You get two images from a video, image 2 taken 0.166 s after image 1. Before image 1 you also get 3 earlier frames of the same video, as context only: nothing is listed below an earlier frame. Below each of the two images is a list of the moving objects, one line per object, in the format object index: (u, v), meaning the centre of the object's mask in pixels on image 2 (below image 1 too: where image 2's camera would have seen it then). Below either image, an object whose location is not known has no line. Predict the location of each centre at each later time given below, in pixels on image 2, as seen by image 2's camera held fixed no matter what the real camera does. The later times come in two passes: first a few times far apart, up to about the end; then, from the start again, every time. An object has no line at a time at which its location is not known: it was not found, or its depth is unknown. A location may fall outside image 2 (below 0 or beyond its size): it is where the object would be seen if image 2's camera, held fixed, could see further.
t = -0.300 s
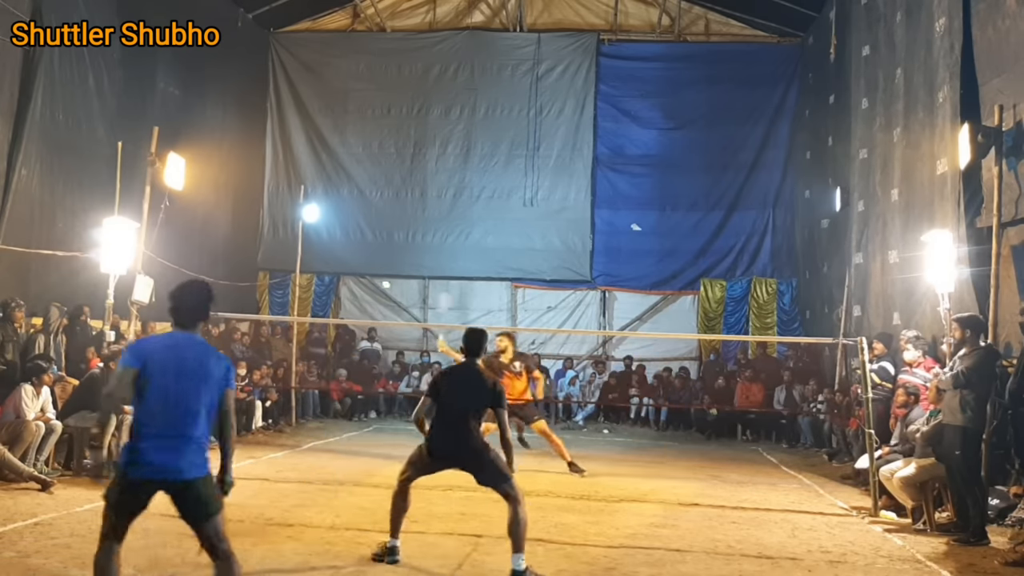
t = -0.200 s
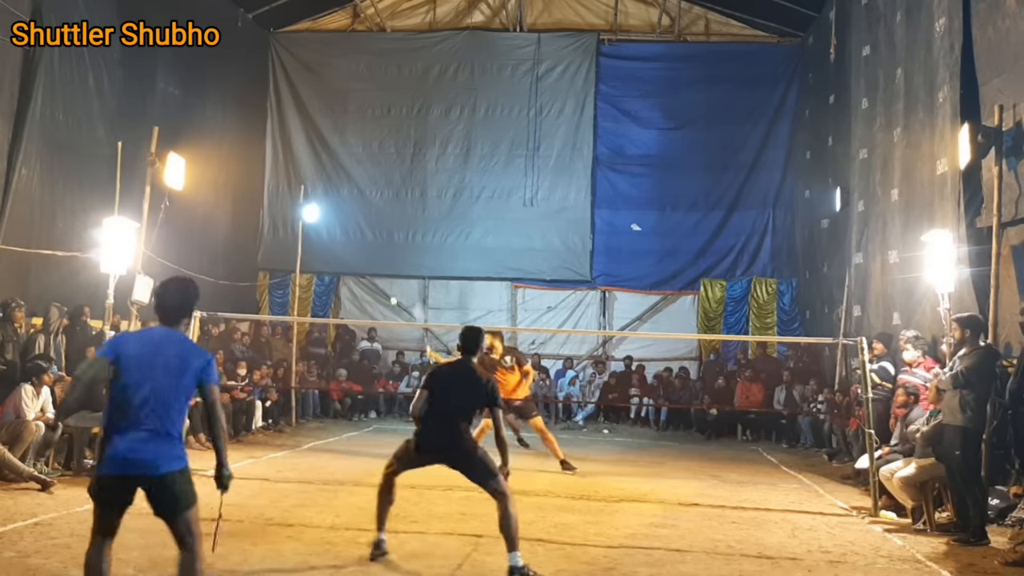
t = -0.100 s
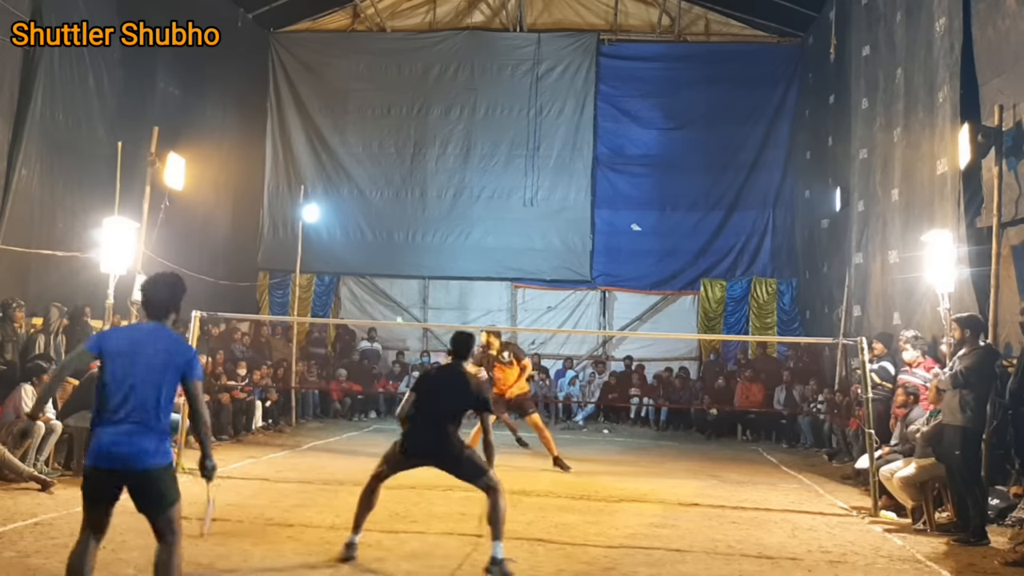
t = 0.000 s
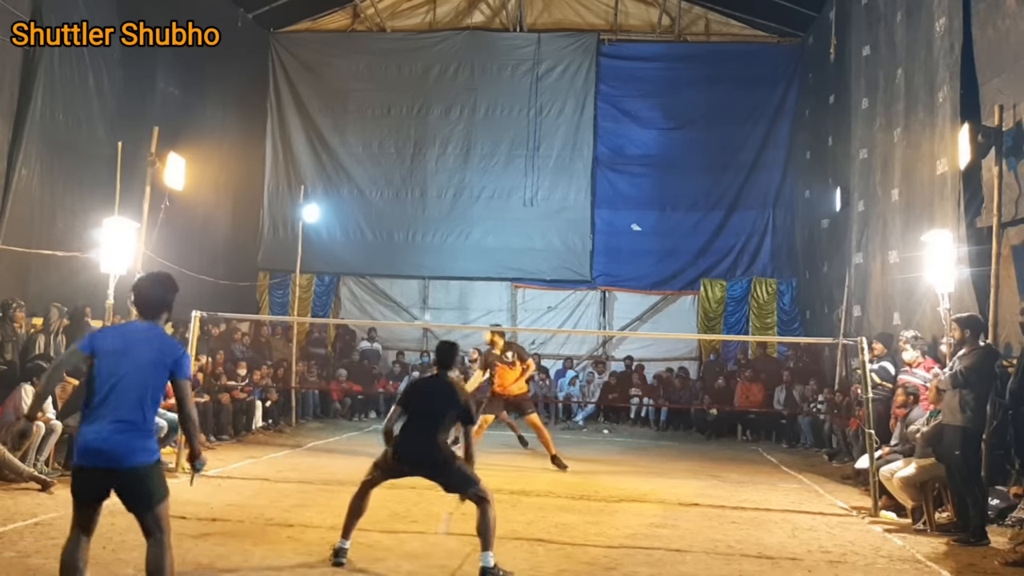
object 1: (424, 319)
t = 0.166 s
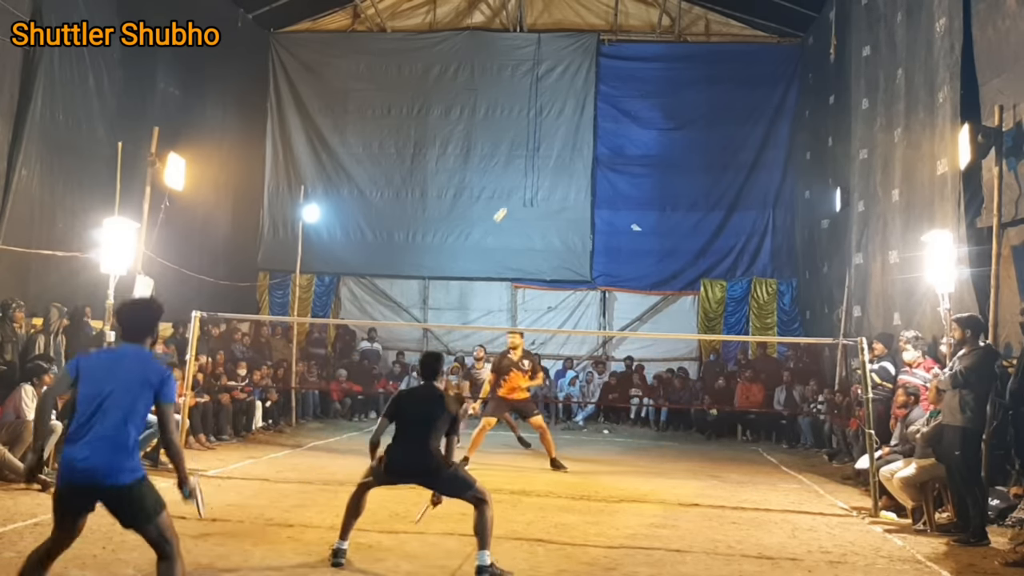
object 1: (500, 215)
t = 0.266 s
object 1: (542, 170)
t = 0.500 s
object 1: (634, 116)
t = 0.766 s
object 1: (747, 163)
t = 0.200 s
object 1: (514, 199)
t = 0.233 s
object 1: (528, 183)
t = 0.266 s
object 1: (542, 170)
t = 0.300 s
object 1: (554, 159)
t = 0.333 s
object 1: (568, 148)
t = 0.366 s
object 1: (581, 138)
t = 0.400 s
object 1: (593, 131)
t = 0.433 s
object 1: (607, 124)
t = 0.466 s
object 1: (621, 119)
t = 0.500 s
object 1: (634, 116)
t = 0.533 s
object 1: (648, 114)
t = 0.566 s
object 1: (662, 115)
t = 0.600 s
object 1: (675, 117)
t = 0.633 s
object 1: (689, 121)
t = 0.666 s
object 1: (703, 128)
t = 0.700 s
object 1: (718, 137)
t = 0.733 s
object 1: (732, 149)
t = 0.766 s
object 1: (747, 163)
